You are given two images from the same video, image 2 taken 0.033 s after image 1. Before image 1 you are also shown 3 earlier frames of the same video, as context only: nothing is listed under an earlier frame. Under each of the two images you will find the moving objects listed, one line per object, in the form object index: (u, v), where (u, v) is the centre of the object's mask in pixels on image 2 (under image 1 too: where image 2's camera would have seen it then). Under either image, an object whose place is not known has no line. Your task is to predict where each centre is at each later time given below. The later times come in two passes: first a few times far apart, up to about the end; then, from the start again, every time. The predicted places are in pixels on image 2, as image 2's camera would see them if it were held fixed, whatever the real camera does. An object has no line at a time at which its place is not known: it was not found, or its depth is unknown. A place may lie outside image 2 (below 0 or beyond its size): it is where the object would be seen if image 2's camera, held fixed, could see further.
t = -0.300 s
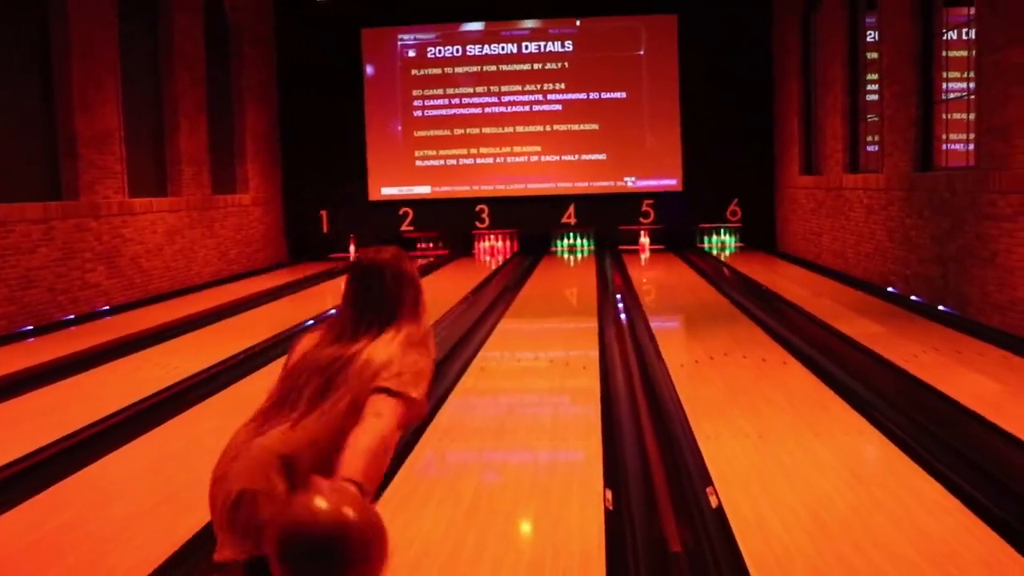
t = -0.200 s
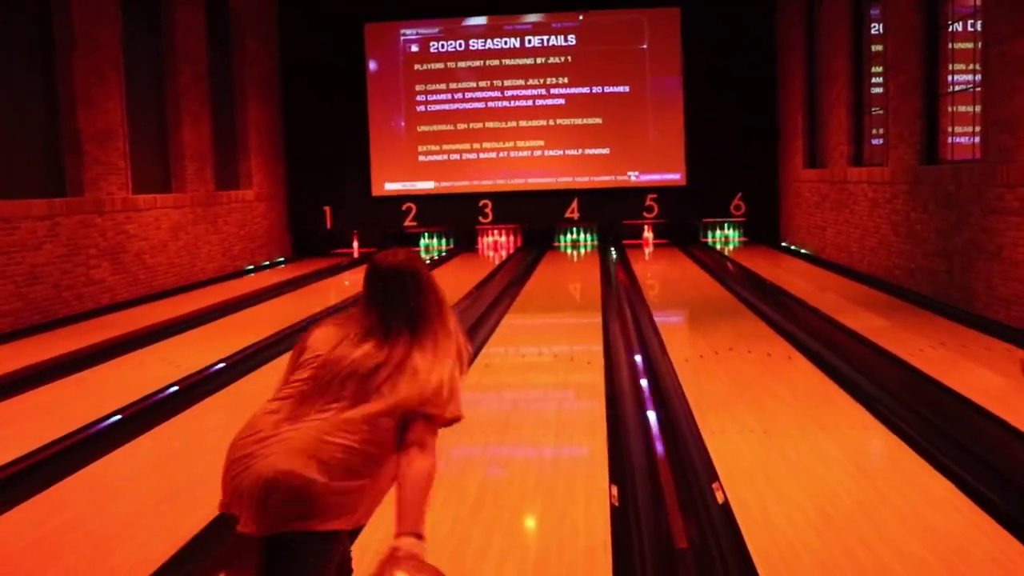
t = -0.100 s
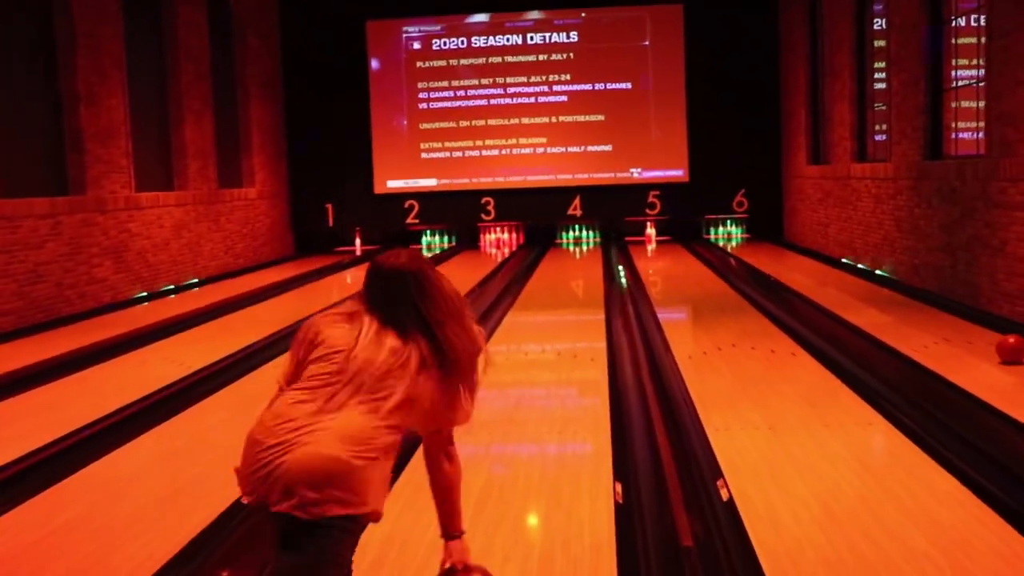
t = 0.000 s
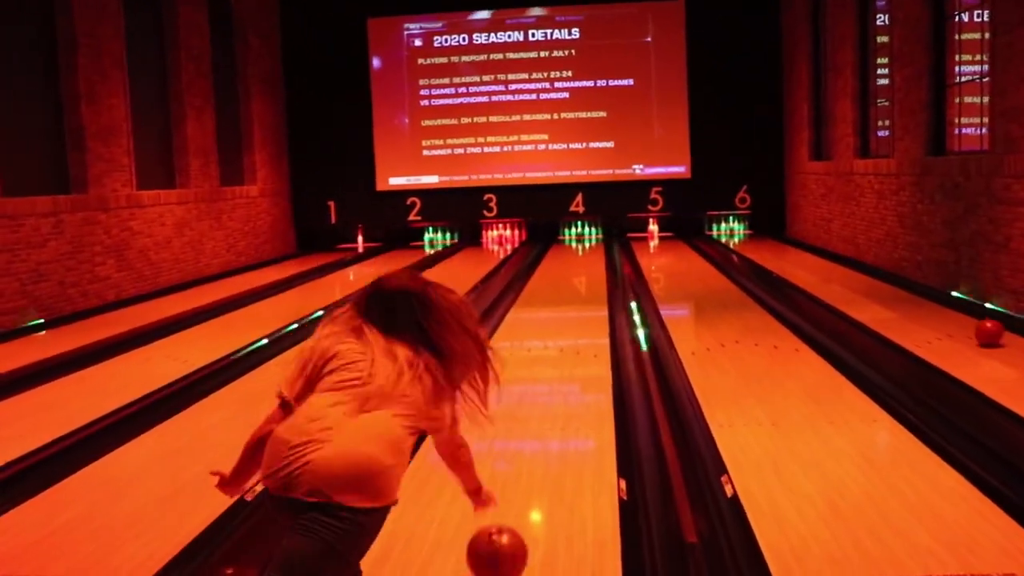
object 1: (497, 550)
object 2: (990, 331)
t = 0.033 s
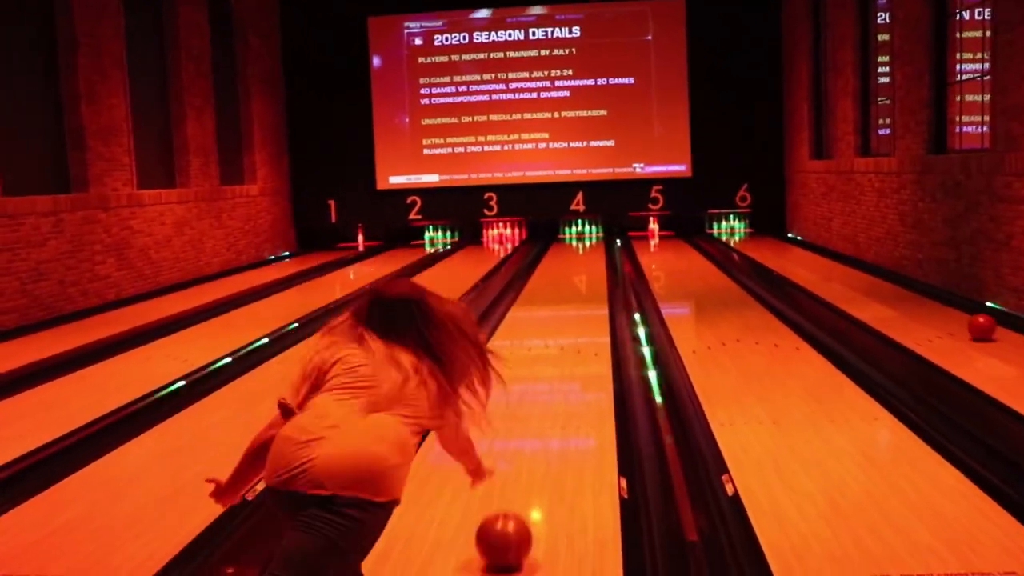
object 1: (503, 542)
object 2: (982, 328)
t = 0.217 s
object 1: (524, 449)
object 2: (942, 310)
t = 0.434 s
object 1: (538, 385)
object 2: (905, 294)
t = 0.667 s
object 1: (547, 342)
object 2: (874, 279)
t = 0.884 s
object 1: (553, 317)
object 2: (850, 269)
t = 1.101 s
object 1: (556, 297)
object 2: (829, 261)
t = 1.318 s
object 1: (559, 283)
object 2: (812, 254)
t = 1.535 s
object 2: (796, 249)
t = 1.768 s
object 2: (780, 244)
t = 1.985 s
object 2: (767, 239)
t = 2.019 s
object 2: (765, 238)
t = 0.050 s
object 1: (506, 529)
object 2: (978, 326)
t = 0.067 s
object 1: (508, 517)
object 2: (974, 324)
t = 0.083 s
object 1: (510, 507)
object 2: (969, 323)
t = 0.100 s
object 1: (512, 497)
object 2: (966, 321)
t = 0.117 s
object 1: (514, 488)
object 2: (962, 319)
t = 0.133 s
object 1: (515, 480)
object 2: (959, 318)
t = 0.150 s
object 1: (517, 474)
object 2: (955, 316)
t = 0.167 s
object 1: (519, 468)
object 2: (951, 314)
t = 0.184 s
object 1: (521, 462)
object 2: (948, 313)
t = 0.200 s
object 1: (523, 455)
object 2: (945, 311)
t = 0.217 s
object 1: (524, 449)
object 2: (942, 310)
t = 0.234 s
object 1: (525, 443)
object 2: (939, 309)
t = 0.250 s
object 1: (527, 436)
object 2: (936, 307)
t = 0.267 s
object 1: (528, 431)
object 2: (933, 306)
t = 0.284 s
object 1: (529, 425)
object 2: (929, 305)
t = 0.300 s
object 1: (530, 420)
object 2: (927, 304)
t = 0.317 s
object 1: (531, 415)
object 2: (924, 302)
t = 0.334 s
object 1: (532, 410)
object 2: (921, 301)
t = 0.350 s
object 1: (533, 406)
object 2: (918, 299)
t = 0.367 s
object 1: (534, 401)
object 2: (915, 298)
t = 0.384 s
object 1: (535, 396)
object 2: (912, 297)
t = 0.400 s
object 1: (536, 393)
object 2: (910, 296)
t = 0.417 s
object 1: (537, 388)
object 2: (908, 295)
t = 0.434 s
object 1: (538, 385)
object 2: (905, 294)
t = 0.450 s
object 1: (539, 381)
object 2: (902, 292)
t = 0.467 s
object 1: (539, 377)
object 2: (900, 291)
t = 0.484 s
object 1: (540, 374)
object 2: (898, 291)
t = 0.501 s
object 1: (541, 371)
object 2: (895, 289)
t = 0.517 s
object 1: (541, 367)
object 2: (893, 288)
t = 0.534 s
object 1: (542, 364)
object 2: (891, 287)
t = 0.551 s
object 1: (543, 361)
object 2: (888, 286)
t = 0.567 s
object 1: (543, 358)
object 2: (885, 286)
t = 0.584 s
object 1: (544, 355)
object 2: (883, 284)
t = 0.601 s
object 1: (545, 353)
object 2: (882, 283)
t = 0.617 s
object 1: (545, 350)
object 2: (880, 283)
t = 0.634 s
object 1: (546, 347)
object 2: (877, 282)
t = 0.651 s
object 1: (546, 345)
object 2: (875, 281)
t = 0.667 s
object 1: (547, 342)
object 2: (874, 279)
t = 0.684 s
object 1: (547, 340)
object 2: (871, 279)
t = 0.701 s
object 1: (548, 338)
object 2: (869, 278)
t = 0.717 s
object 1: (548, 336)
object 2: (868, 277)
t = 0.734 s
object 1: (549, 333)
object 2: (866, 277)
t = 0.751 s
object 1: (549, 331)
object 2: (864, 275)
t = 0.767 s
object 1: (550, 329)
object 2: (861, 275)
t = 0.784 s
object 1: (550, 328)
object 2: (860, 273)
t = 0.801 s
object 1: (550, 326)
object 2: (859, 273)
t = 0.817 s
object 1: (551, 324)
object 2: (856, 272)
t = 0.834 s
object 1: (551, 322)
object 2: (855, 272)
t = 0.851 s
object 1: (552, 320)
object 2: (853, 271)
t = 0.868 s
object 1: (552, 318)
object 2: (851, 270)
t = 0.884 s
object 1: (553, 317)
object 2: (850, 269)
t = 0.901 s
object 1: (553, 315)
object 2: (847, 269)
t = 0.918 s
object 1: (553, 313)
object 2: (846, 268)
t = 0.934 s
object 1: (553, 312)
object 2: (844, 267)
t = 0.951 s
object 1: (554, 310)
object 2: (843, 267)
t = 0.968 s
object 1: (554, 309)
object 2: (841, 266)
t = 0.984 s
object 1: (554, 307)
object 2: (840, 265)
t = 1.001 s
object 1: (555, 306)
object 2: (838, 265)
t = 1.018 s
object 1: (555, 304)
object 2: (836, 264)
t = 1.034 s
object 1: (555, 303)
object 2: (835, 263)
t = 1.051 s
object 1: (556, 301)
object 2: (834, 263)
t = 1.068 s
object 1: (556, 300)
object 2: (832, 262)
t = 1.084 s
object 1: (556, 299)
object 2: (831, 261)
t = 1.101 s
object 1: (556, 297)
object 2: (829, 261)
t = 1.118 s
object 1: (557, 296)
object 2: (828, 260)
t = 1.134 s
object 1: (557, 295)
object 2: (827, 260)
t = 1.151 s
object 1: (557, 294)
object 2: (825, 259)
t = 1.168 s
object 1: (557, 293)
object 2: (823, 259)
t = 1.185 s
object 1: (557, 292)
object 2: (822, 258)
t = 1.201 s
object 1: (558, 291)
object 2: (821, 258)
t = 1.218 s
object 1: (558, 289)
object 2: (819, 257)
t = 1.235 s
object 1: (558, 288)
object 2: (819, 257)
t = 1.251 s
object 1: (558, 287)
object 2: (817, 257)
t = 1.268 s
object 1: (558, 286)
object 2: (815, 256)
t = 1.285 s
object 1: (559, 285)
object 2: (814, 255)
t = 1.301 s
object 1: (559, 284)
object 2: (813, 255)
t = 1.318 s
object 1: (559, 283)
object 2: (812, 254)
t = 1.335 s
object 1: (559, 282)
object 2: (810, 254)
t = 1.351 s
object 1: (559, 281)
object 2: (809, 254)
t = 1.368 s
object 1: (559, 280)
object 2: (807, 253)
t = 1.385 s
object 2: (806, 253)
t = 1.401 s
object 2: (805, 252)
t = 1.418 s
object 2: (804, 252)
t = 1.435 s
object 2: (803, 251)
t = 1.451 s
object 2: (801, 251)
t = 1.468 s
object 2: (800, 251)
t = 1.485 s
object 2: (799, 250)
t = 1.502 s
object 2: (798, 250)
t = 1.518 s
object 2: (797, 249)
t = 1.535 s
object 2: (796, 249)
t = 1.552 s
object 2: (794, 249)
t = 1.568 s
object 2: (793, 248)
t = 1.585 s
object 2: (792, 248)
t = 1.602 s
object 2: (791, 247)
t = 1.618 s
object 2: (790, 247)
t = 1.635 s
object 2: (789, 246)
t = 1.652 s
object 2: (787, 246)
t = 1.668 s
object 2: (787, 246)
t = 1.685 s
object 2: (786, 246)
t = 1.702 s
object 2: (785, 245)
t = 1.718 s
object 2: (783, 245)
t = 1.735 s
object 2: (782, 244)
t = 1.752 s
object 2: (781, 244)
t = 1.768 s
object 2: (780, 244)
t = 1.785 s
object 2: (779, 244)
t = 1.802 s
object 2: (778, 243)
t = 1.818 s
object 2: (777, 243)
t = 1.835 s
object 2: (776, 243)
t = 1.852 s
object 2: (775, 242)
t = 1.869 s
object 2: (773, 241)
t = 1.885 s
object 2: (772, 241)
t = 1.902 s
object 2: (773, 241)
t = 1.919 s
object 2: (771, 240)
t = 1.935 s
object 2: (769, 240)
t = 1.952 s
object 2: (768, 240)
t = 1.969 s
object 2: (768, 239)
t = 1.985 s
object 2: (767, 239)
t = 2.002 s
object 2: (766, 239)
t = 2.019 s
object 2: (765, 238)
